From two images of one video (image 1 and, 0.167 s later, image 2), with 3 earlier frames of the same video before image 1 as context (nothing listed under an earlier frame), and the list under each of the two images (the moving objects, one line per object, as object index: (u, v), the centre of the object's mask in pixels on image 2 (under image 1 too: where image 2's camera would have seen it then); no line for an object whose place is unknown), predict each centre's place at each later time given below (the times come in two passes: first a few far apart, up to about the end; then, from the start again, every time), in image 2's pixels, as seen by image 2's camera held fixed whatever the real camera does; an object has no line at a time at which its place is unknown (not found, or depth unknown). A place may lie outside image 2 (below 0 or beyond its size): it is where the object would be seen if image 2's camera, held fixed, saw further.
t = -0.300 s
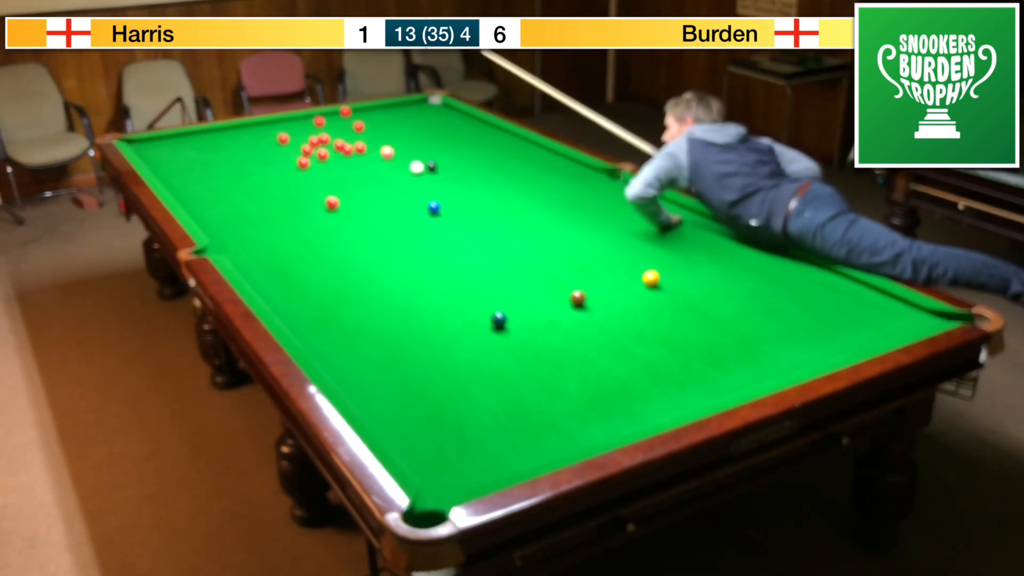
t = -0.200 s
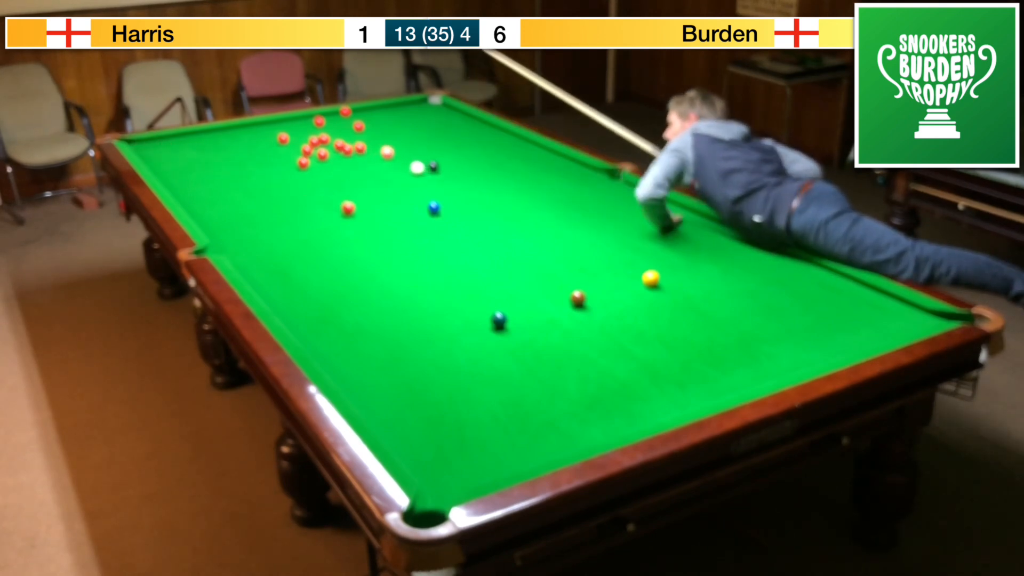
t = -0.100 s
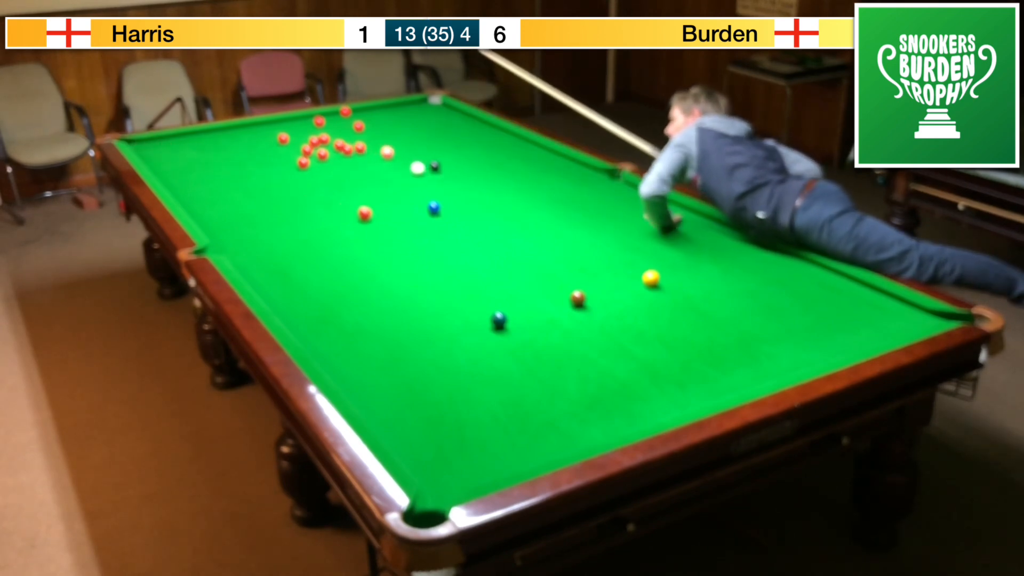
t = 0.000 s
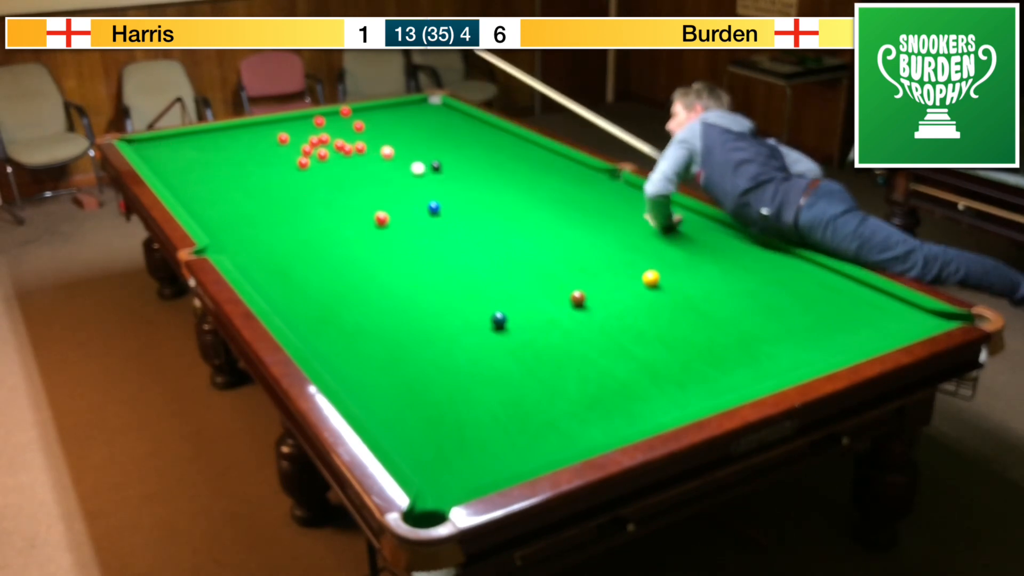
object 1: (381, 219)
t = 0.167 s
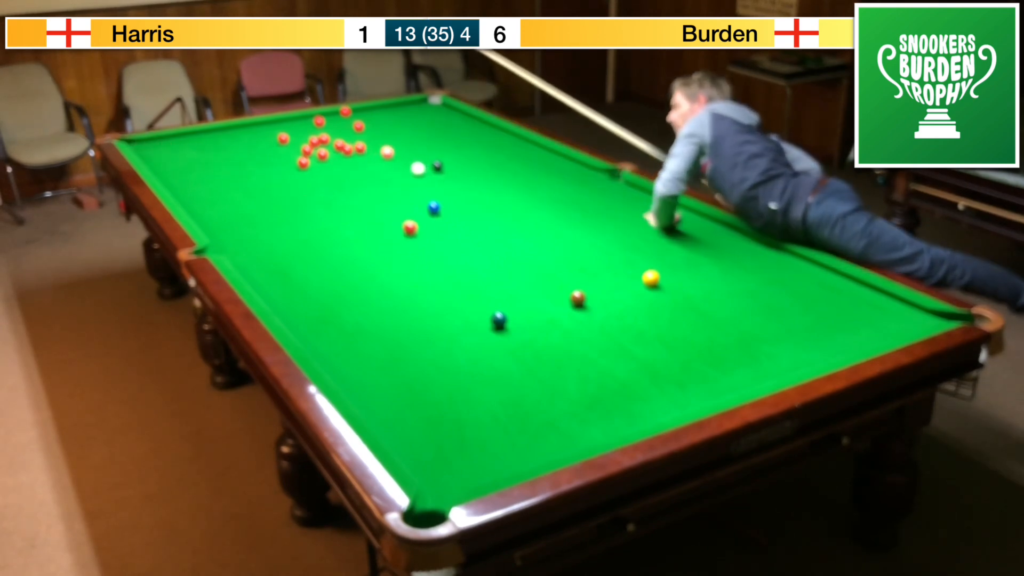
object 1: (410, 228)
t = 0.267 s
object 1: (427, 234)
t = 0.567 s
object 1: (482, 251)
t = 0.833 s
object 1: (533, 266)
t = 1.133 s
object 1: (593, 284)
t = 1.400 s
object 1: (649, 302)
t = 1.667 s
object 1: (707, 319)
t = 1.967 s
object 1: (774, 339)
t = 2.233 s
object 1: (832, 353)
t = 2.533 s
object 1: (812, 336)
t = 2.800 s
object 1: (797, 321)
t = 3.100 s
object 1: (782, 307)
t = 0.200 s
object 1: (416, 230)
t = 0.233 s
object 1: (421, 232)
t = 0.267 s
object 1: (427, 234)
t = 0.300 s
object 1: (434, 236)
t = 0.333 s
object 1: (439, 237)
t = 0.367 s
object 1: (445, 239)
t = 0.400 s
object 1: (452, 241)
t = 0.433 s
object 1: (458, 243)
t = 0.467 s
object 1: (464, 245)
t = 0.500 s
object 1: (470, 247)
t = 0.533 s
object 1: (476, 249)
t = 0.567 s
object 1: (482, 251)
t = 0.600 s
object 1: (489, 253)
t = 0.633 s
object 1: (495, 255)
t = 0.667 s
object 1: (501, 256)
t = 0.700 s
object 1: (507, 258)
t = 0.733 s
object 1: (514, 260)
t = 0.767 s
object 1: (520, 263)
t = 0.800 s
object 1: (527, 264)
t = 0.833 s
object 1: (533, 266)
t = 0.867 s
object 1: (540, 268)
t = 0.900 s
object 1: (546, 271)
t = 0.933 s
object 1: (553, 272)
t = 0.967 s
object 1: (559, 274)
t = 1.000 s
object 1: (566, 276)
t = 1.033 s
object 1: (573, 278)
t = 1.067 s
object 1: (579, 280)
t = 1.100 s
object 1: (586, 282)
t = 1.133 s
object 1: (593, 284)
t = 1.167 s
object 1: (600, 286)
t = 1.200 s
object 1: (607, 288)
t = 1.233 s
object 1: (614, 290)
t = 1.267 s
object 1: (621, 293)
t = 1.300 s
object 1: (628, 295)
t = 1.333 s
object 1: (635, 297)
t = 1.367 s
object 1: (642, 299)
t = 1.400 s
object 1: (649, 302)
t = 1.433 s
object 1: (656, 304)
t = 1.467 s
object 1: (663, 306)
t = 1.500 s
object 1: (671, 308)
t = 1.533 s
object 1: (678, 310)
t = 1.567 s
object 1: (685, 312)
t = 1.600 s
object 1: (692, 314)
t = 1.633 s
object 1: (700, 317)
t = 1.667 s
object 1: (707, 319)
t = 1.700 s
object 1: (714, 321)
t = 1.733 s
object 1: (722, 323)
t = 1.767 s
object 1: (729, 326)
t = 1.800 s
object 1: (737, 328)
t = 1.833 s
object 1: (744, 330)
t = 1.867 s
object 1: (752, 332)
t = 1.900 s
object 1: (759, 335)
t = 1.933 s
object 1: (767, 337)
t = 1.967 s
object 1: (774, 339)
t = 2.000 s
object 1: (782, 341)
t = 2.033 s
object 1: (789, 343)
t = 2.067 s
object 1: (797, 346)
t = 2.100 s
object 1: (805, 348)
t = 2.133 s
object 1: (812, 350)
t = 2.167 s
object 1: (819, 352)
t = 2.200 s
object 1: (827, 353)
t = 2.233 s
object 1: (832, 353)
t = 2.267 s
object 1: (829, 352)
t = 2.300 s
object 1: (827, 350)
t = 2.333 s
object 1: (825, 349)
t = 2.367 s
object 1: (823, 346)
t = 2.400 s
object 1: (820, 344)
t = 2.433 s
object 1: (819, 342)
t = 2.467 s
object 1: (817, 340)
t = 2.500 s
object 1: (814, 338)
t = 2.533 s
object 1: (812, 336)
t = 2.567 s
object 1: (811, 334)
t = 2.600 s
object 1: (809, 332)
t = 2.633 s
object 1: (807, 330)
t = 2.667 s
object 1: (805, 328)
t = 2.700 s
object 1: (803, 326)
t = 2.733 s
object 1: (801, 325)
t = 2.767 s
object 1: (799, 323)
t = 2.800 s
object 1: (797, 321)
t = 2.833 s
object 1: (795, 319)
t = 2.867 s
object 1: (794, 318)
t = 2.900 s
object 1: (792, 316)
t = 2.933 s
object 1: (790, 314)
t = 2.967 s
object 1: (788, 313)
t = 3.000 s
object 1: (787, 311)
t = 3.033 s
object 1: (785, 310)
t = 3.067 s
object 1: (784, 308)
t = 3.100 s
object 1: (782, 307)
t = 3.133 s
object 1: (781, 305)
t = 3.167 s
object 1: (779, 304)
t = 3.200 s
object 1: (778, 303)
